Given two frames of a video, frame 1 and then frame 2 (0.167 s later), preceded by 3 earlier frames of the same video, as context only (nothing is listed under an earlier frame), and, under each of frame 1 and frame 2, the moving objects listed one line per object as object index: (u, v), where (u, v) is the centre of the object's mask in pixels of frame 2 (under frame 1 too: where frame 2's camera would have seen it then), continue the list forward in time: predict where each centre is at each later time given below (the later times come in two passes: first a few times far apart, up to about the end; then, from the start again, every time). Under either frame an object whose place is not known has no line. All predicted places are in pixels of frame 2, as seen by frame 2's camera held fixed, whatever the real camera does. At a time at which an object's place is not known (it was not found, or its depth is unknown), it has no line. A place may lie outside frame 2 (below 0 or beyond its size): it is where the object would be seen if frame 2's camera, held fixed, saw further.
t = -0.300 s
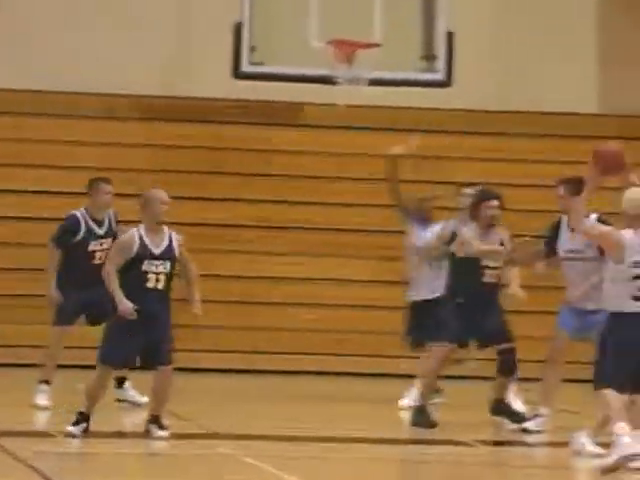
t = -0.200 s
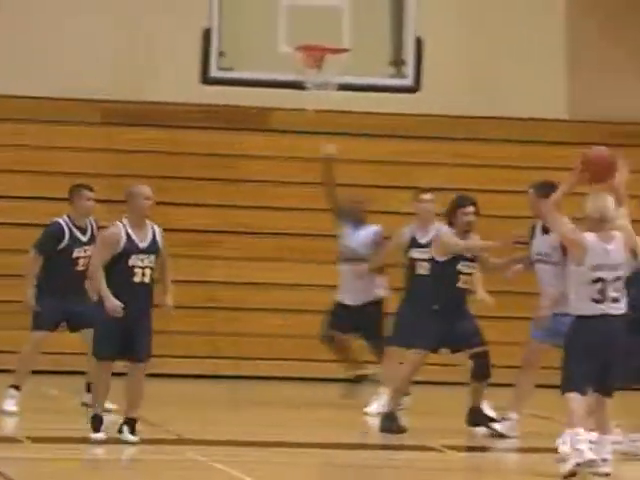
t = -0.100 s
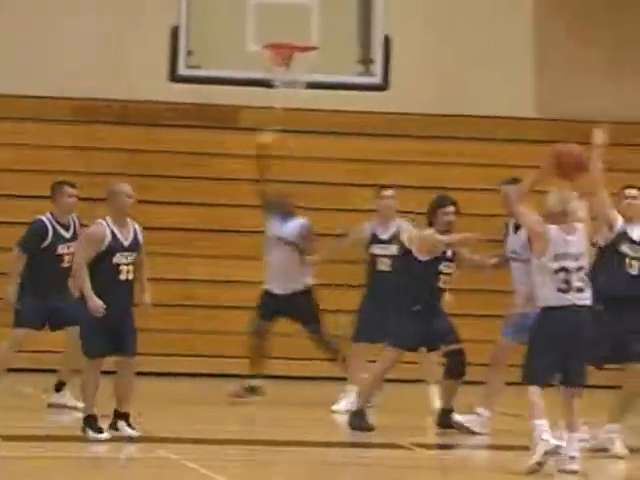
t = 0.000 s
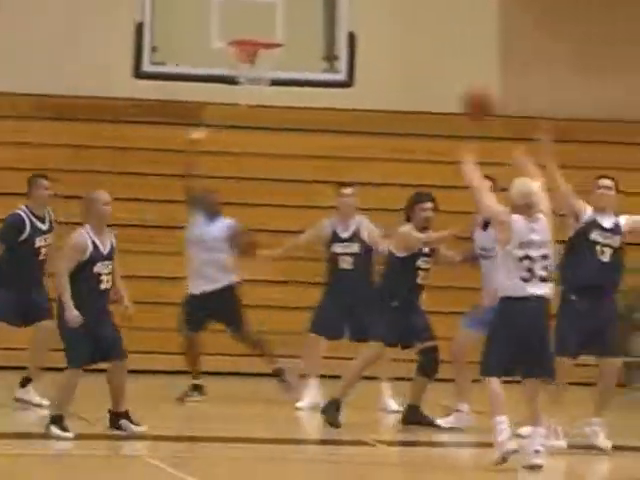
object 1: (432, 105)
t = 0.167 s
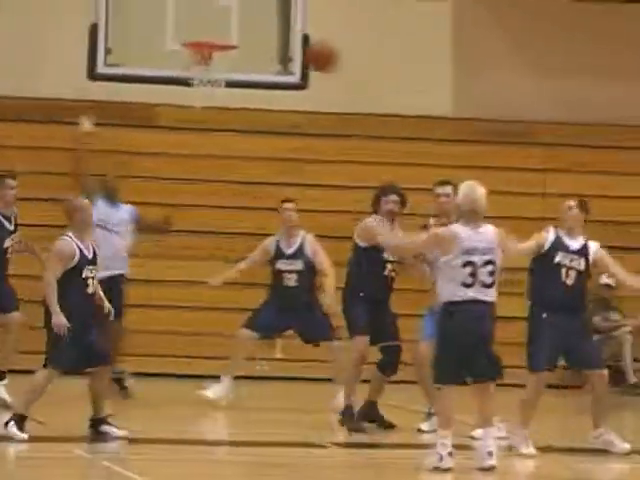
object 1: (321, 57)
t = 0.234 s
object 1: (279, 49)
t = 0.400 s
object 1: (185, 59)
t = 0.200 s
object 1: (303, 50)
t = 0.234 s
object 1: (279, 49)
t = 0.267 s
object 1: (259, 47)
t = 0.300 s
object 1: (240, 48)
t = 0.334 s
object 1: (222, 50)
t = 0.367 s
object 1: (201, 58)
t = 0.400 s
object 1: (185, 59)
